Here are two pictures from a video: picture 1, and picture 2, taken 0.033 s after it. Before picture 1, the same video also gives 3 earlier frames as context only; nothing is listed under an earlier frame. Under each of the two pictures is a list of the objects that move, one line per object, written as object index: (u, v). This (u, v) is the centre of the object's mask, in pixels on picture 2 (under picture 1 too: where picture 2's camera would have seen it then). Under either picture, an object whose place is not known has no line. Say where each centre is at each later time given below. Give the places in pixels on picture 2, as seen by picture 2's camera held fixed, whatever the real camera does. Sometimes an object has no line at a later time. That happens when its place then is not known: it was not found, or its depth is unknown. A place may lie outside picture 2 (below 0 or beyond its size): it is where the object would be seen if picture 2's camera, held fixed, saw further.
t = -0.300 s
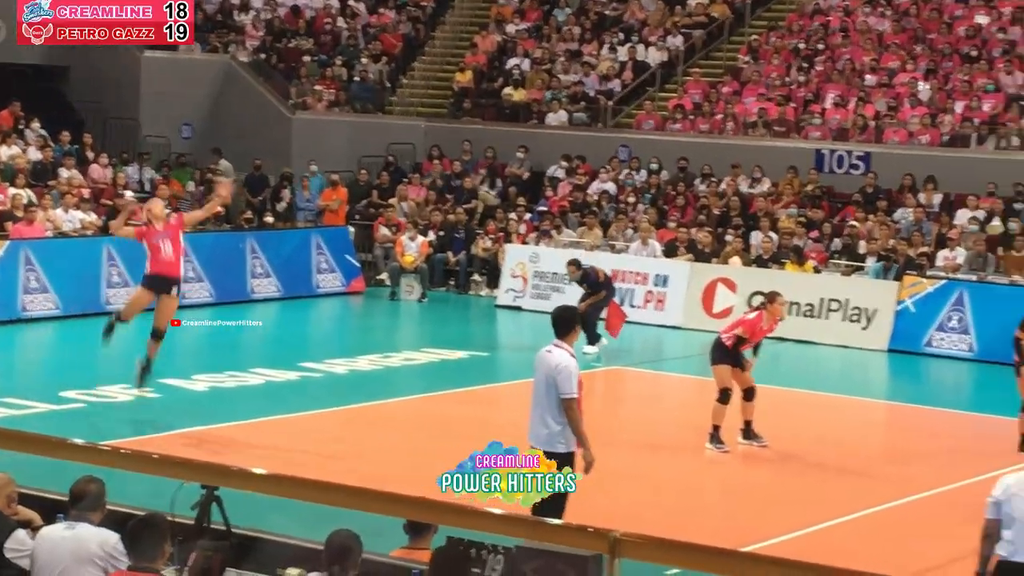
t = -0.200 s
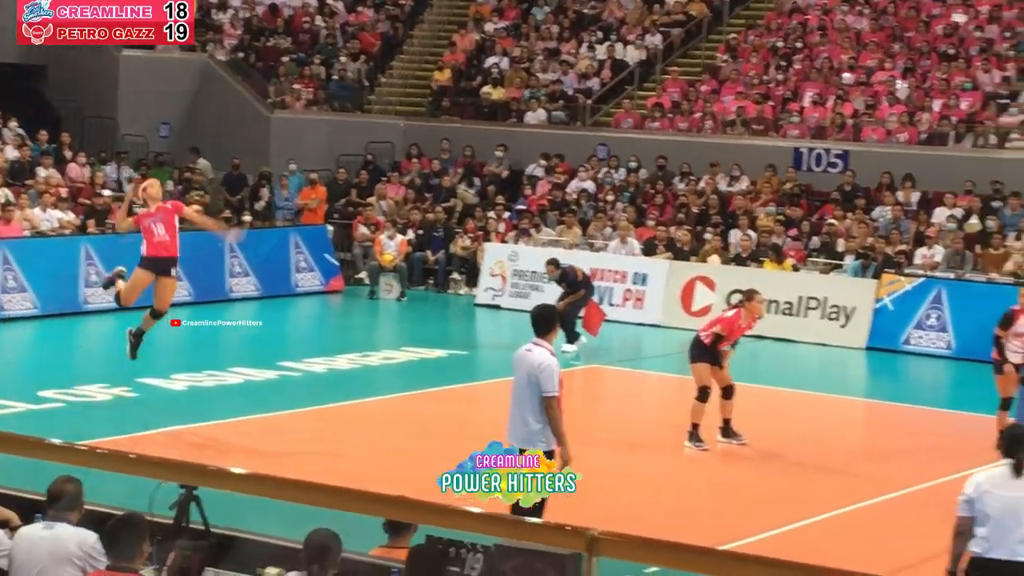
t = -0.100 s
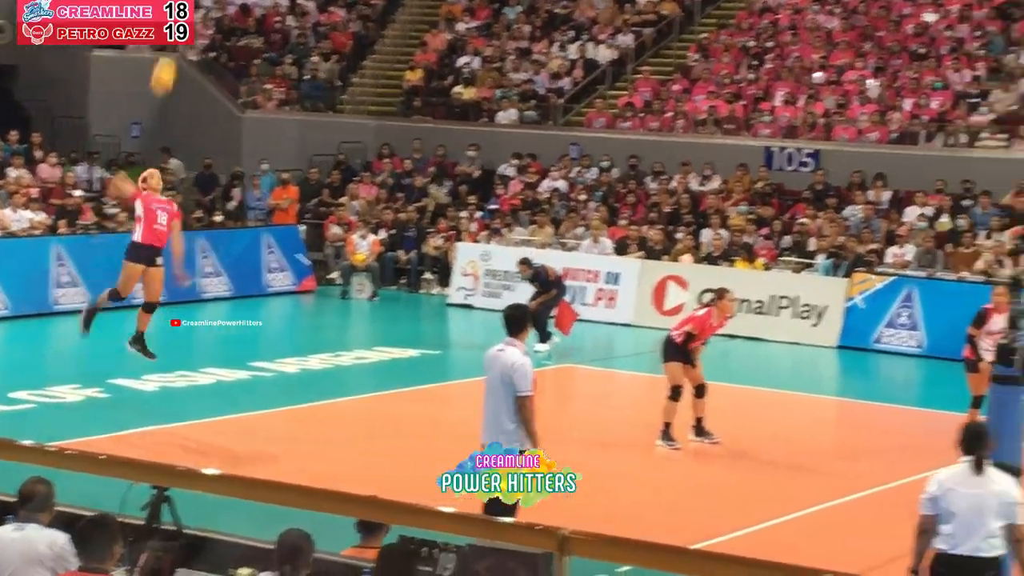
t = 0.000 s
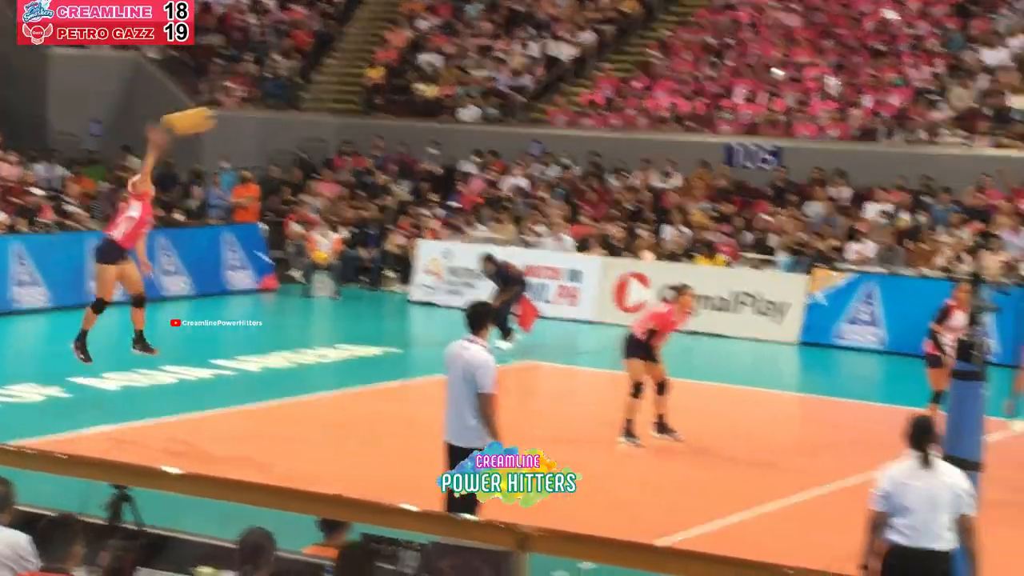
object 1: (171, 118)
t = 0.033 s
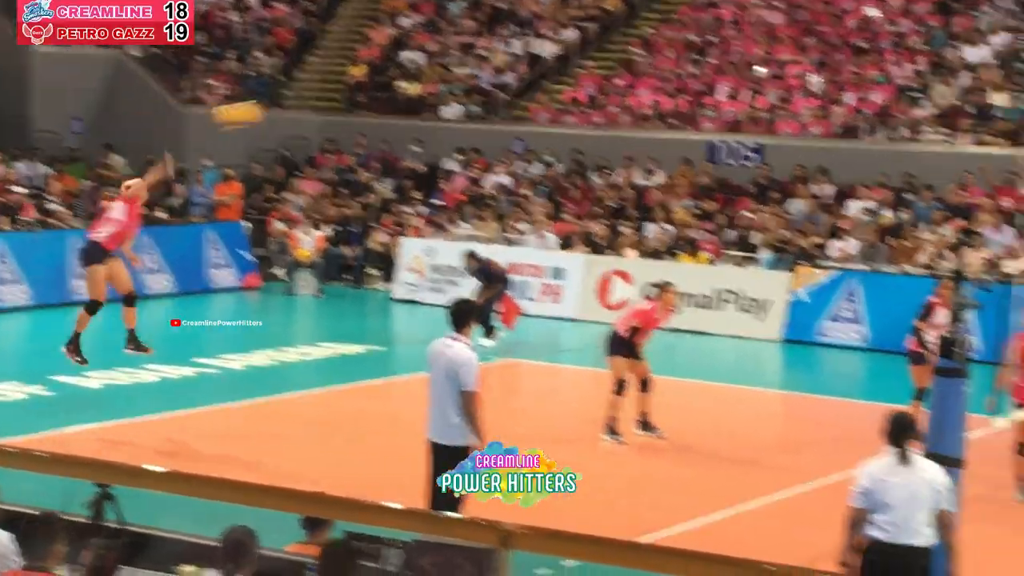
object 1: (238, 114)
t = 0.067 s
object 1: (308, 113)
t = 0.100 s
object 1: (382, 112)
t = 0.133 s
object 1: (450, 114)
